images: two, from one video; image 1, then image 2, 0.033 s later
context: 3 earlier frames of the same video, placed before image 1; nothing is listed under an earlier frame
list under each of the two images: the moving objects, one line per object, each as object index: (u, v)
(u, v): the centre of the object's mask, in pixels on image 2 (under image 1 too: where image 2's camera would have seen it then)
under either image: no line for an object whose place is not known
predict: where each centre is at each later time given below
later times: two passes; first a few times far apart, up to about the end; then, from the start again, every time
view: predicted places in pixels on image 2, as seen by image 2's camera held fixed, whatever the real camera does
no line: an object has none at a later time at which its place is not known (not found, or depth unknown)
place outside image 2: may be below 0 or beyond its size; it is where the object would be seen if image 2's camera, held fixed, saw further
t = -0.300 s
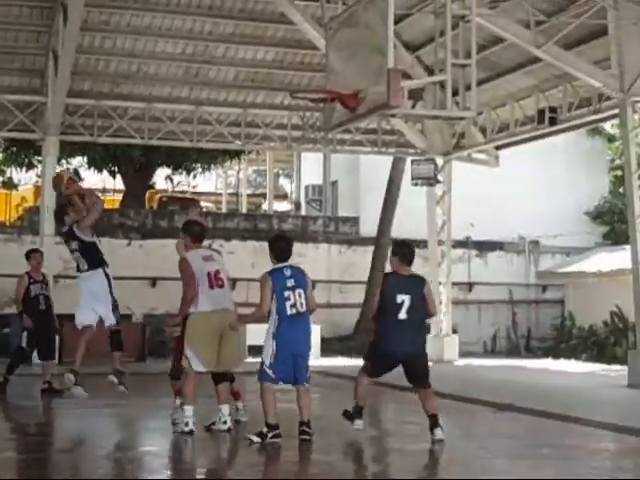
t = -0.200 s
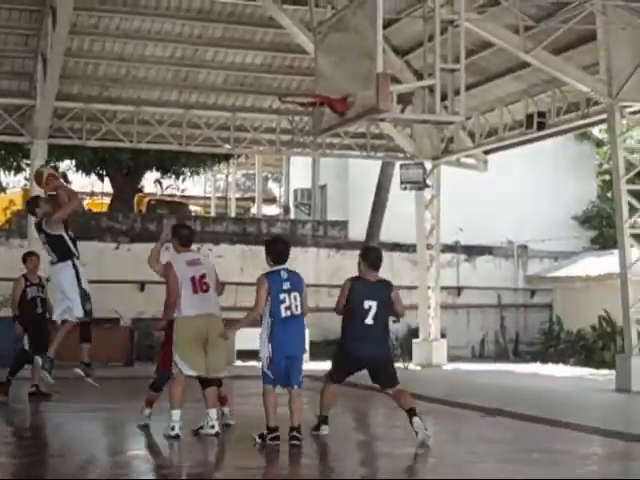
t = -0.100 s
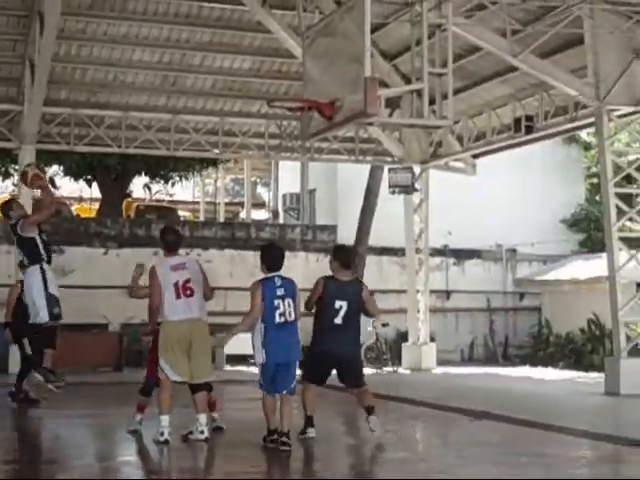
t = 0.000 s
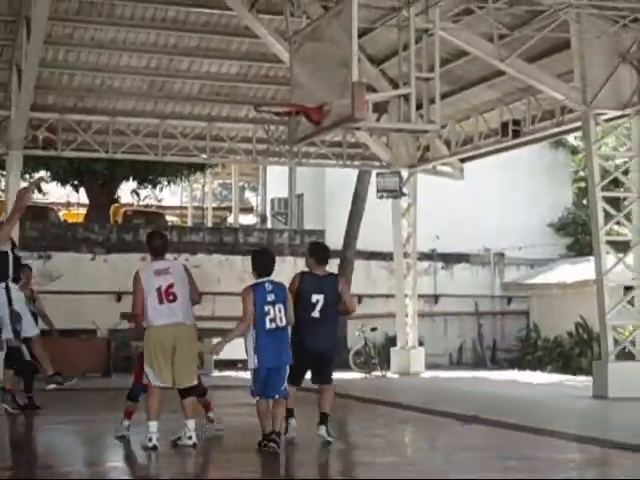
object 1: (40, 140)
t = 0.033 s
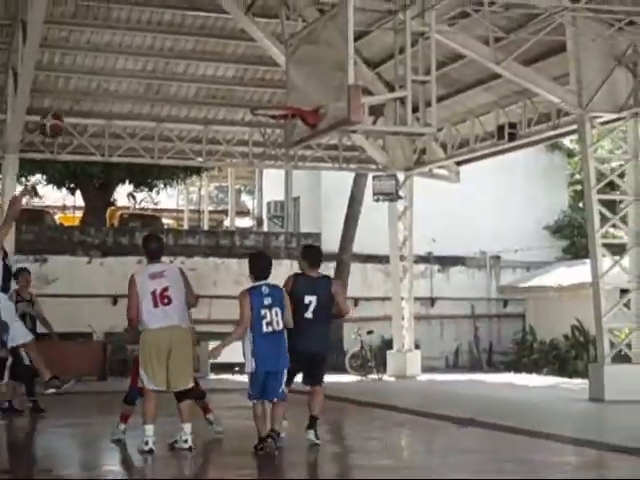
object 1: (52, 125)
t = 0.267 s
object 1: (129, 52)
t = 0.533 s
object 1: (214, 39)
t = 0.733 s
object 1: (275, 78)
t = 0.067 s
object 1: (62, 111)
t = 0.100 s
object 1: (73, 99)
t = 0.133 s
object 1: (85, 87)
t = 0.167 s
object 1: (96, 76)
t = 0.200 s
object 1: (106, 67)
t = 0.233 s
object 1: (118, 59)
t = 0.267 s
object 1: (129, 52)
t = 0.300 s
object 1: (139, 46)
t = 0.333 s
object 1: (150, 43)
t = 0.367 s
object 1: (161, 39)
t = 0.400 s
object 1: (171, 36)
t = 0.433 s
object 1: (182, 36)
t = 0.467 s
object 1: (193, 36)
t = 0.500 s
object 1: (203, 37)
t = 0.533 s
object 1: (214, 39)
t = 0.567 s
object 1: (224, 42)
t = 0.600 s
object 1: (236, 49)
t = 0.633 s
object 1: (245, 54)
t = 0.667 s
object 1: (257, 61)
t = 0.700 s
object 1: (266, 69)
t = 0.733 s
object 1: (275, 78)
